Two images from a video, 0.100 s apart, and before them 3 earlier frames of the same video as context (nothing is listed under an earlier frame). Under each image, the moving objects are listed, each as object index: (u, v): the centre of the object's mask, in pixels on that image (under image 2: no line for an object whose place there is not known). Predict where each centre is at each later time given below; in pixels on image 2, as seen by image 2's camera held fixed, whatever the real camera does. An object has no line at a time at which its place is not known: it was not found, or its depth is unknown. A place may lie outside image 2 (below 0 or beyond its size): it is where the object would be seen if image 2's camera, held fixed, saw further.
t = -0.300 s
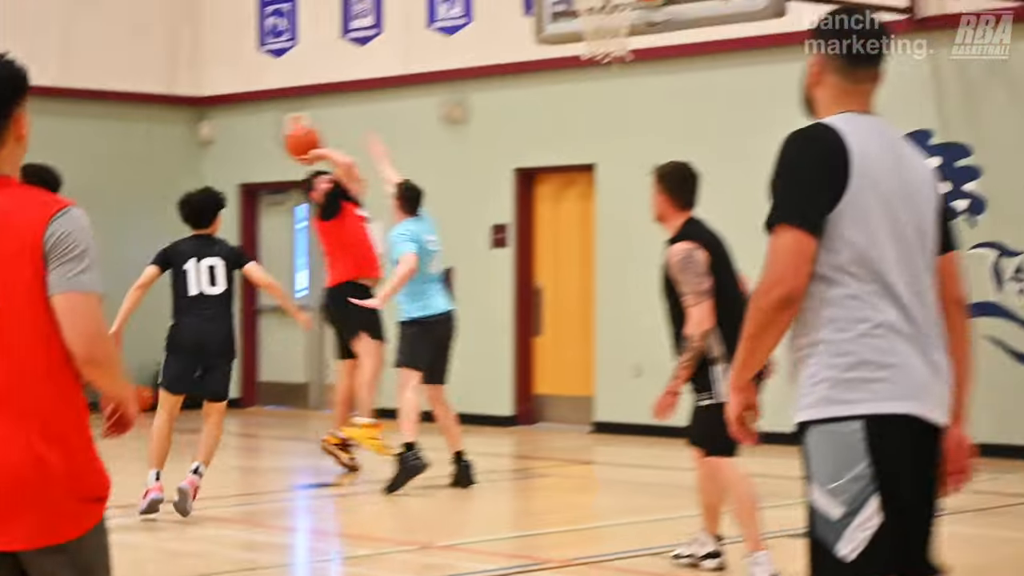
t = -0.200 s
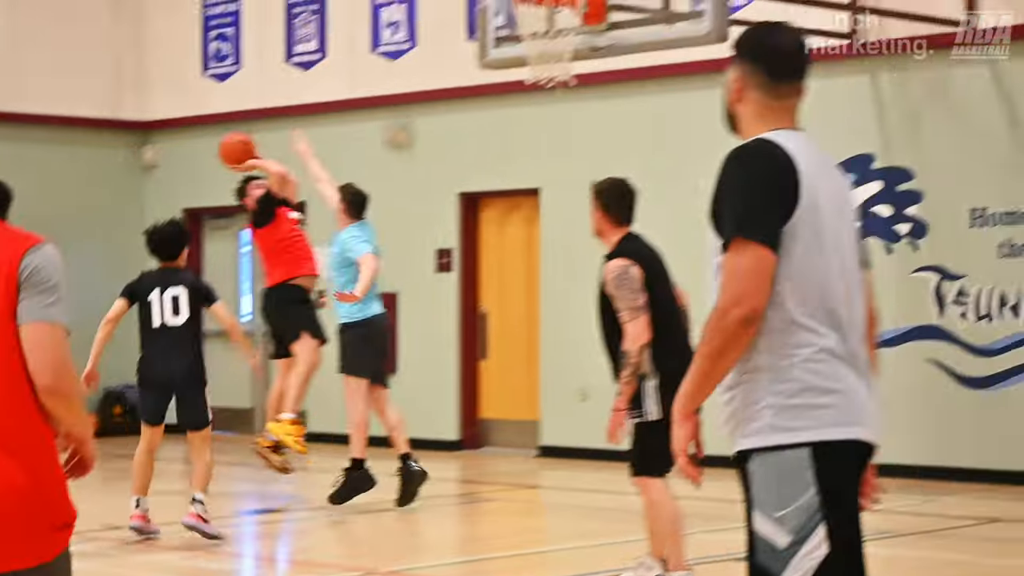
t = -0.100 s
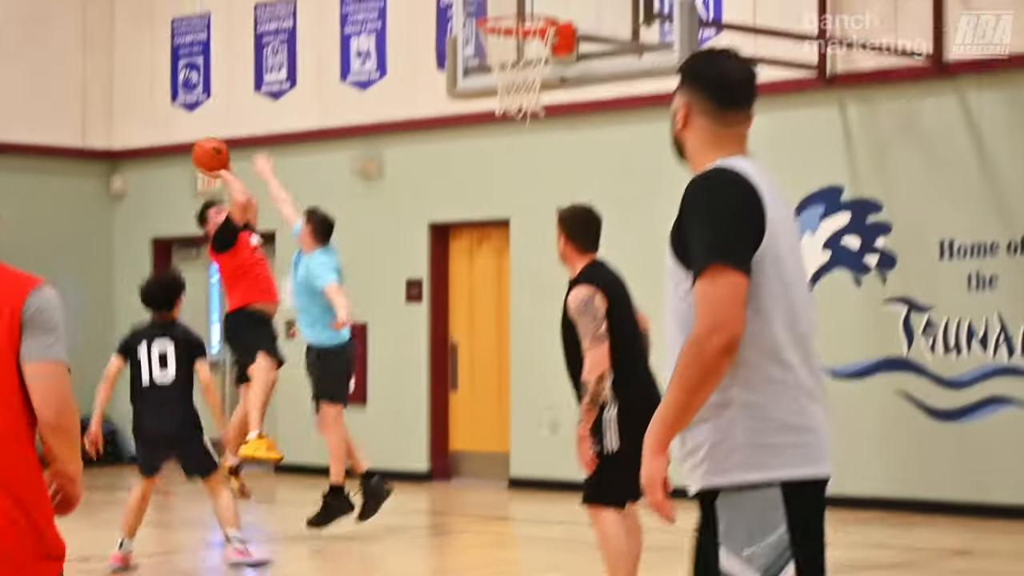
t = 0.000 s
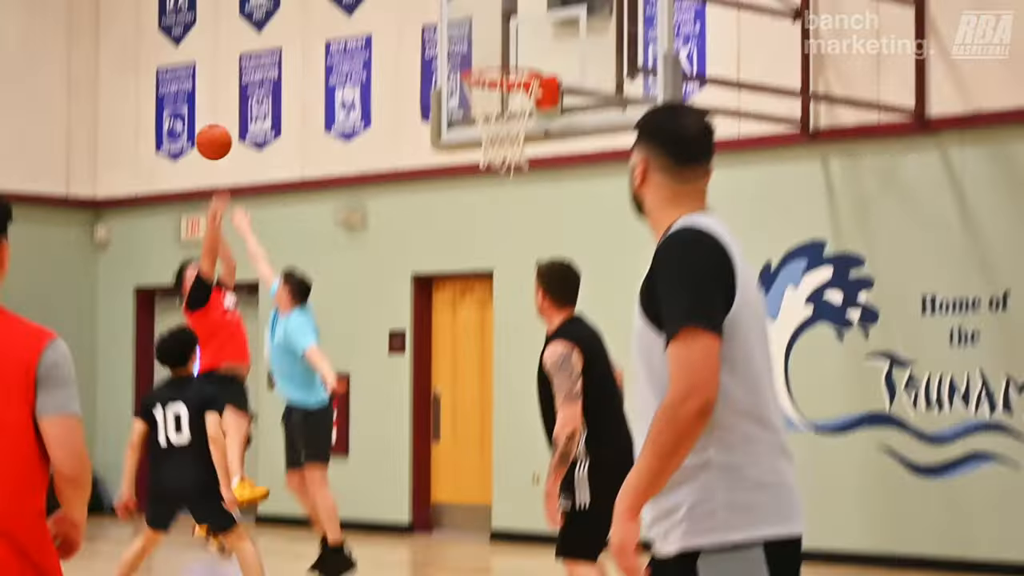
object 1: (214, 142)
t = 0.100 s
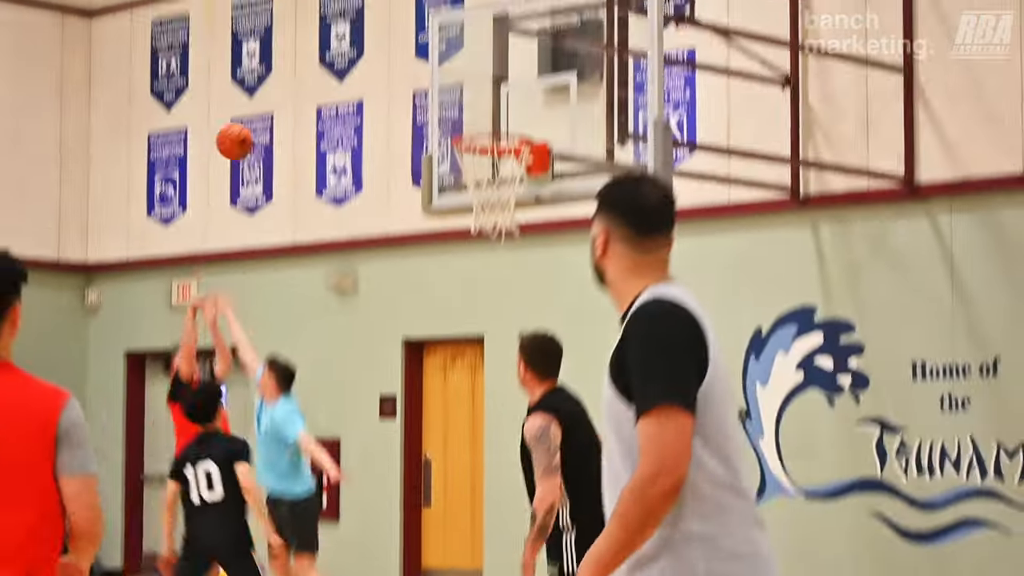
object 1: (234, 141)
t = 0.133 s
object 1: (244, 124)
